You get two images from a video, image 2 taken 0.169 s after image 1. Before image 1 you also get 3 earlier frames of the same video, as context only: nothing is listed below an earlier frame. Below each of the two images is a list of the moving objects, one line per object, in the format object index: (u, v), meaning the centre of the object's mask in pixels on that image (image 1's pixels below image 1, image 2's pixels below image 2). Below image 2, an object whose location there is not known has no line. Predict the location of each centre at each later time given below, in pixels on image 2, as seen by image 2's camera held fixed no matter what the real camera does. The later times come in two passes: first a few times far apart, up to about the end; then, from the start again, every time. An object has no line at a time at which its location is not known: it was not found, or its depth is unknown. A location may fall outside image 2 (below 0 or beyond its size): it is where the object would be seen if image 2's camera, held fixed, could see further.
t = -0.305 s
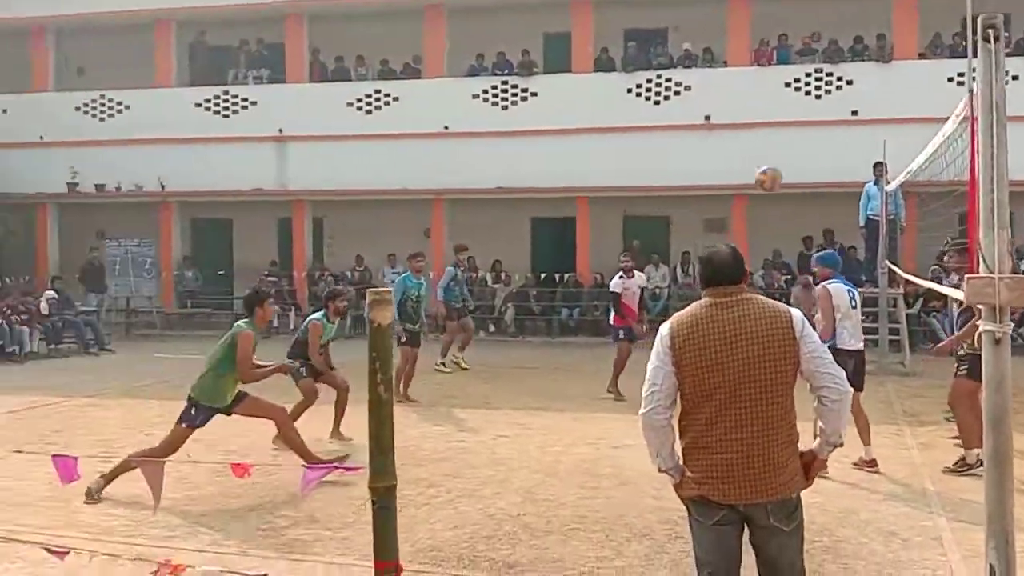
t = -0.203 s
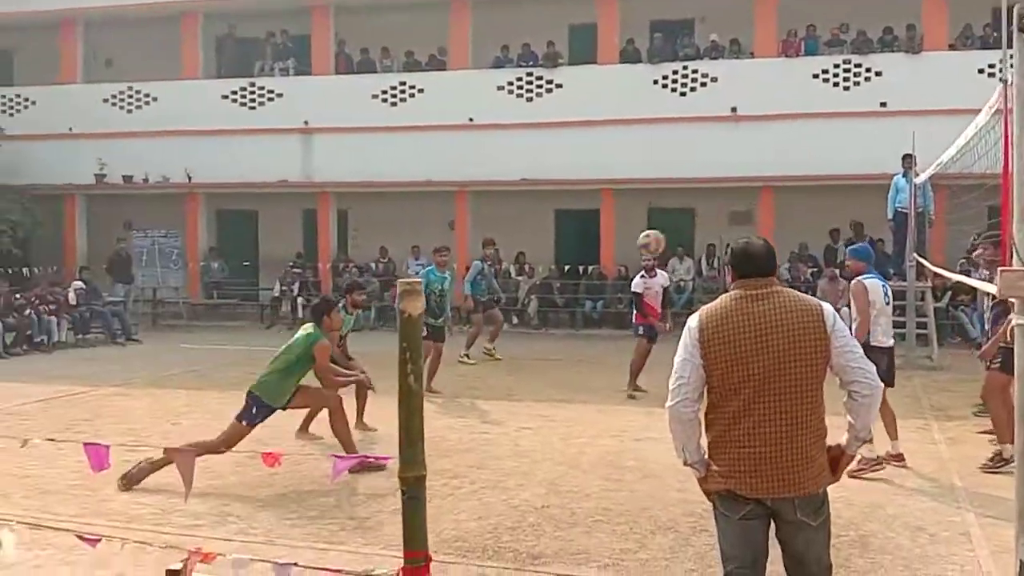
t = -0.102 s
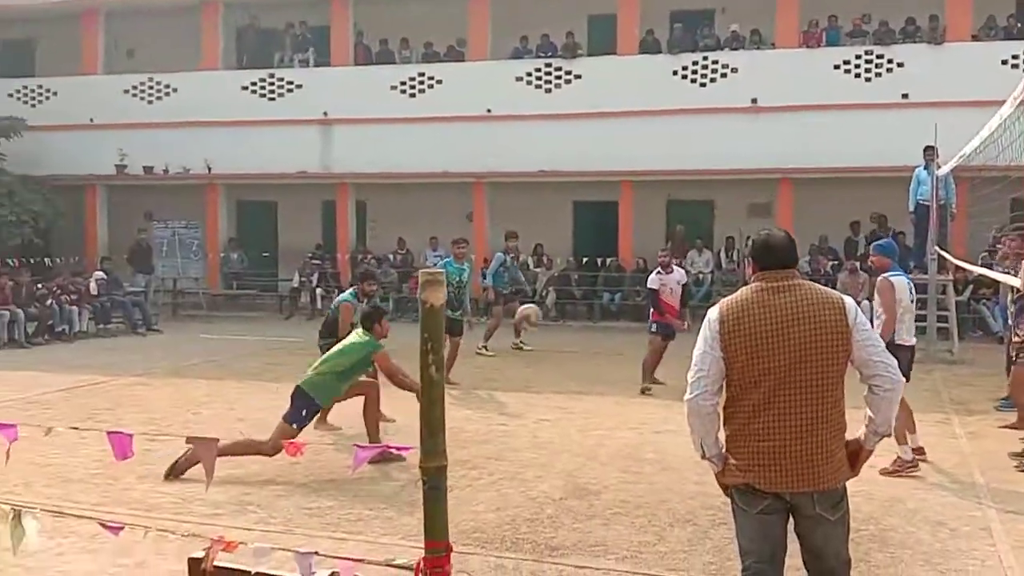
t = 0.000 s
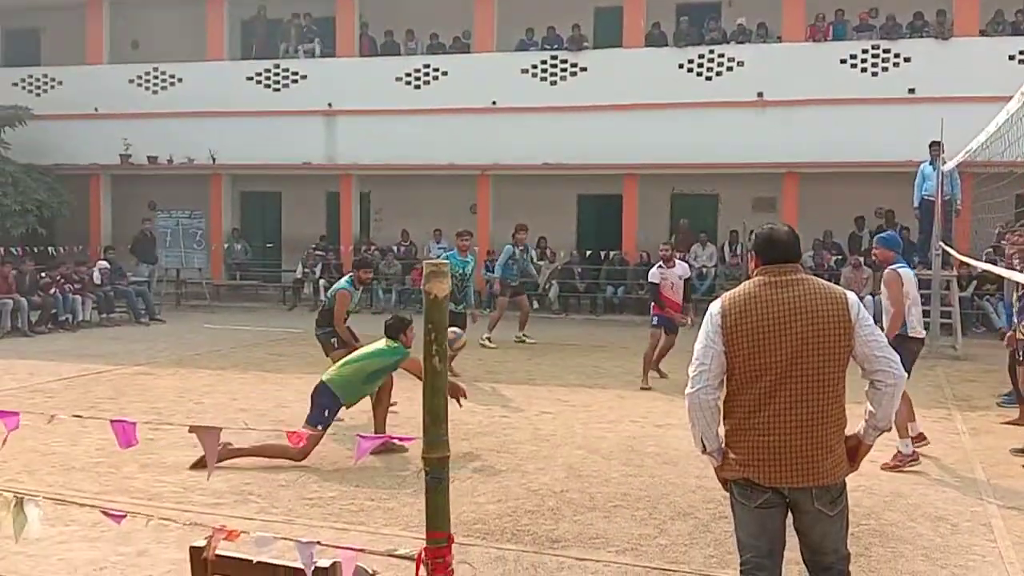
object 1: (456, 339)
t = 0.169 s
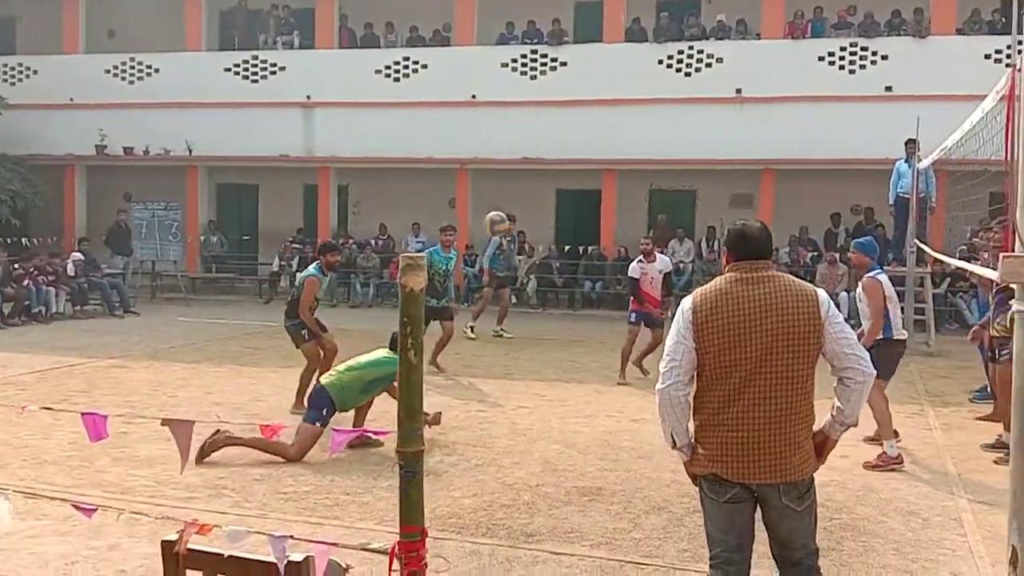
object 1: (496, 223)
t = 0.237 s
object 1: (520, 190)
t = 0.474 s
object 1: (594, 121)
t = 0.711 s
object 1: (656, 114)
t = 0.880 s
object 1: (695, 143)
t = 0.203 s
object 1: (507, 205)
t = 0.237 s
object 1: (520, 190)
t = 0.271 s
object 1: (531, 176)
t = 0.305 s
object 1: (543, 164)
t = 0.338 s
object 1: (553, 152)
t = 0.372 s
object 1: (563, 143)
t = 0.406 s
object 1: (574, 135)
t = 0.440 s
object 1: (584, 127)
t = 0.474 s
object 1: (594, 121)
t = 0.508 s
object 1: (604, 116)
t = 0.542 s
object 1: (613, 113)
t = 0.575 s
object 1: (622, 111)
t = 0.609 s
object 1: (631, 110)
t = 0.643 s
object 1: (640, 110)
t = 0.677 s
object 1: (648, 112)
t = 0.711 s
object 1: (656, 114)
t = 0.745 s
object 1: (664, 119)
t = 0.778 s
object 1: (672, 123)
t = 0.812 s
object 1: (680, 129)
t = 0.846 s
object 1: (688, 136)
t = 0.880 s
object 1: (695, 143)
